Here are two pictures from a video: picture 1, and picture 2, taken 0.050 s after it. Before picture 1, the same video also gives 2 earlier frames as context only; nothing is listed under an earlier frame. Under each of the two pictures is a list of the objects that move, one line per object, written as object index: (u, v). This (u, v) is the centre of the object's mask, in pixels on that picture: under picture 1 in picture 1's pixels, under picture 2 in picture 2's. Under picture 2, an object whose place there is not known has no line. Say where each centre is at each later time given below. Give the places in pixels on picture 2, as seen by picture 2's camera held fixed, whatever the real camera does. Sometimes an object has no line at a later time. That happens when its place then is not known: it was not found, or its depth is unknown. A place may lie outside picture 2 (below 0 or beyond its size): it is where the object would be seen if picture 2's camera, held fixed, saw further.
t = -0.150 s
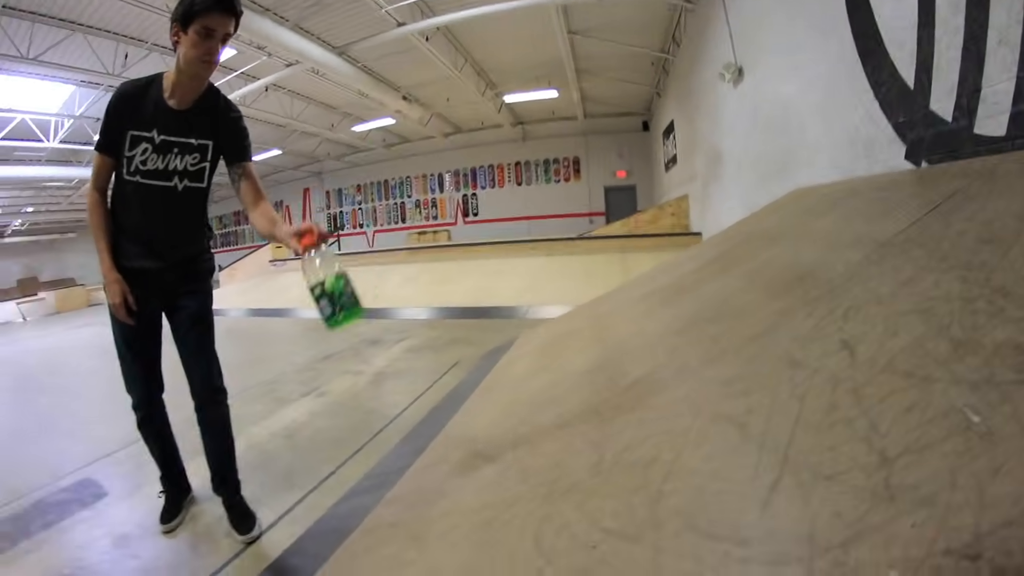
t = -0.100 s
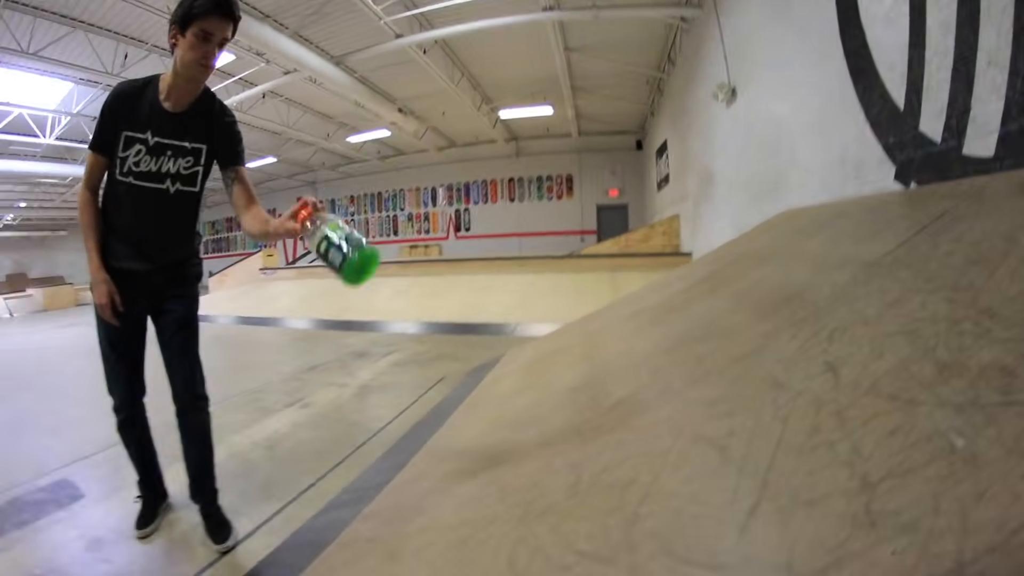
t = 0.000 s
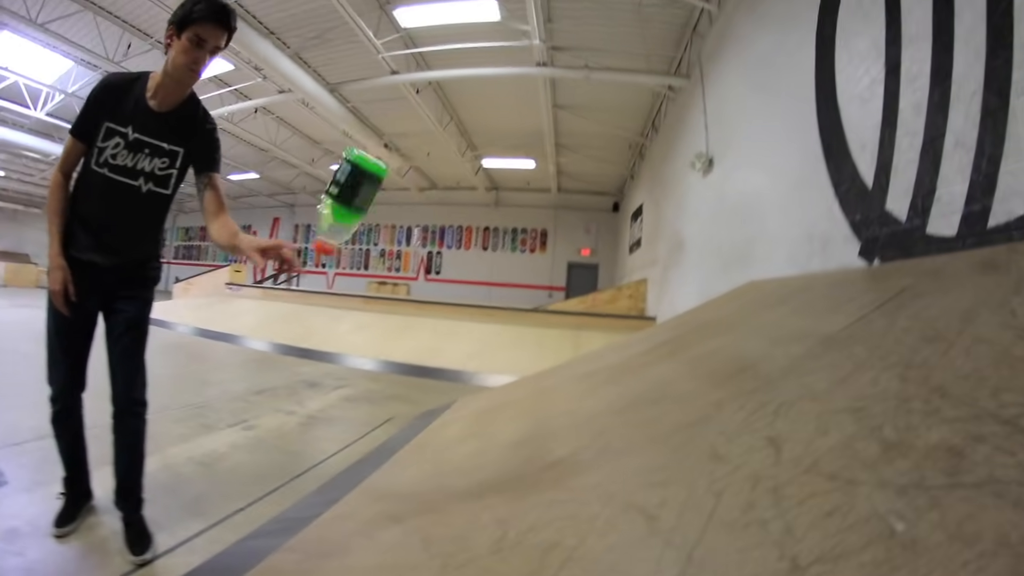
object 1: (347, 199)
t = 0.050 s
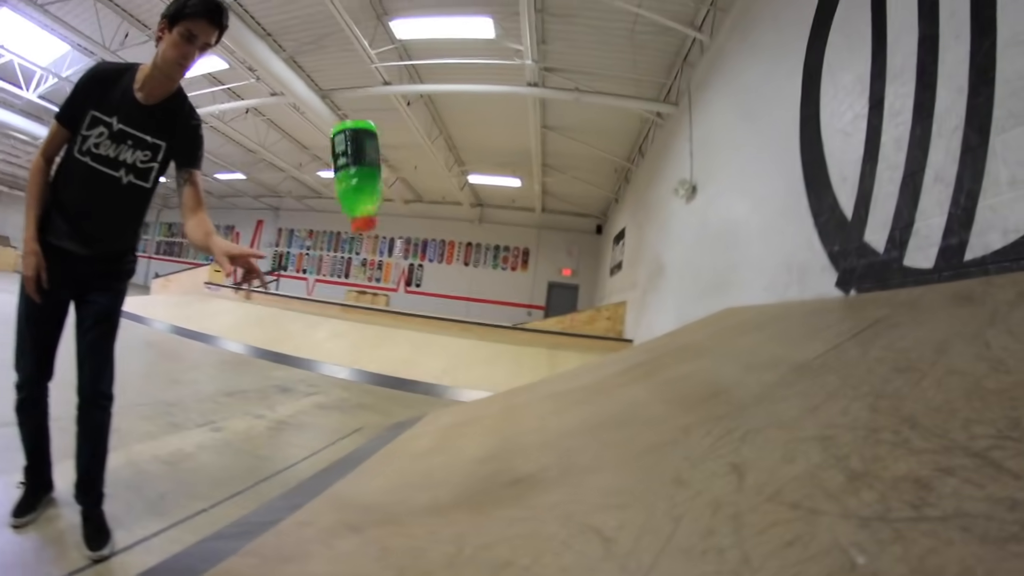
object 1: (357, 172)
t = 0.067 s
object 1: (362, 163)
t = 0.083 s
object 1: (366, 155)
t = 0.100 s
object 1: (370, 148)
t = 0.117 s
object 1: (373, 142)
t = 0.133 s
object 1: (376, 137)
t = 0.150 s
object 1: (379, 135)
